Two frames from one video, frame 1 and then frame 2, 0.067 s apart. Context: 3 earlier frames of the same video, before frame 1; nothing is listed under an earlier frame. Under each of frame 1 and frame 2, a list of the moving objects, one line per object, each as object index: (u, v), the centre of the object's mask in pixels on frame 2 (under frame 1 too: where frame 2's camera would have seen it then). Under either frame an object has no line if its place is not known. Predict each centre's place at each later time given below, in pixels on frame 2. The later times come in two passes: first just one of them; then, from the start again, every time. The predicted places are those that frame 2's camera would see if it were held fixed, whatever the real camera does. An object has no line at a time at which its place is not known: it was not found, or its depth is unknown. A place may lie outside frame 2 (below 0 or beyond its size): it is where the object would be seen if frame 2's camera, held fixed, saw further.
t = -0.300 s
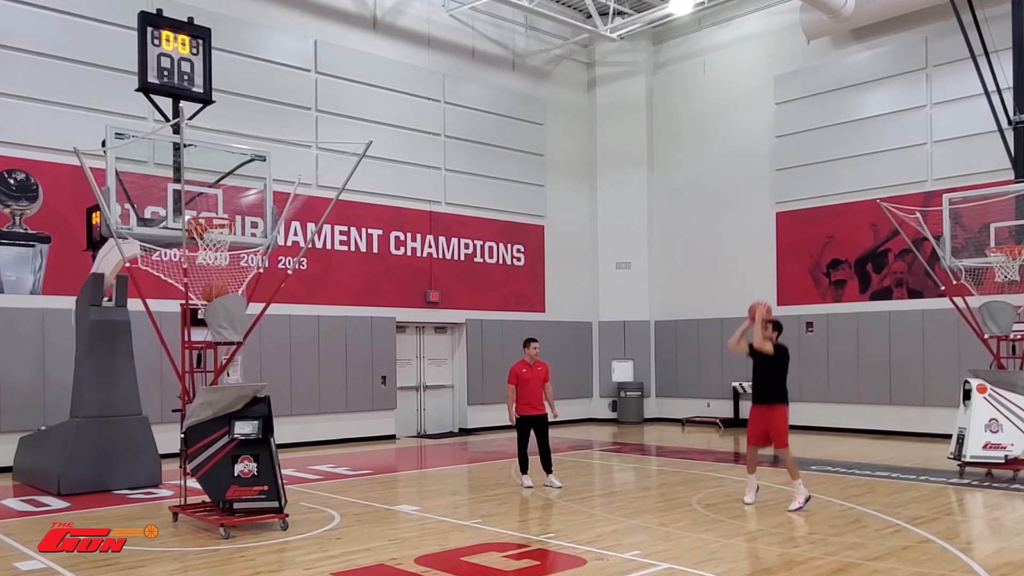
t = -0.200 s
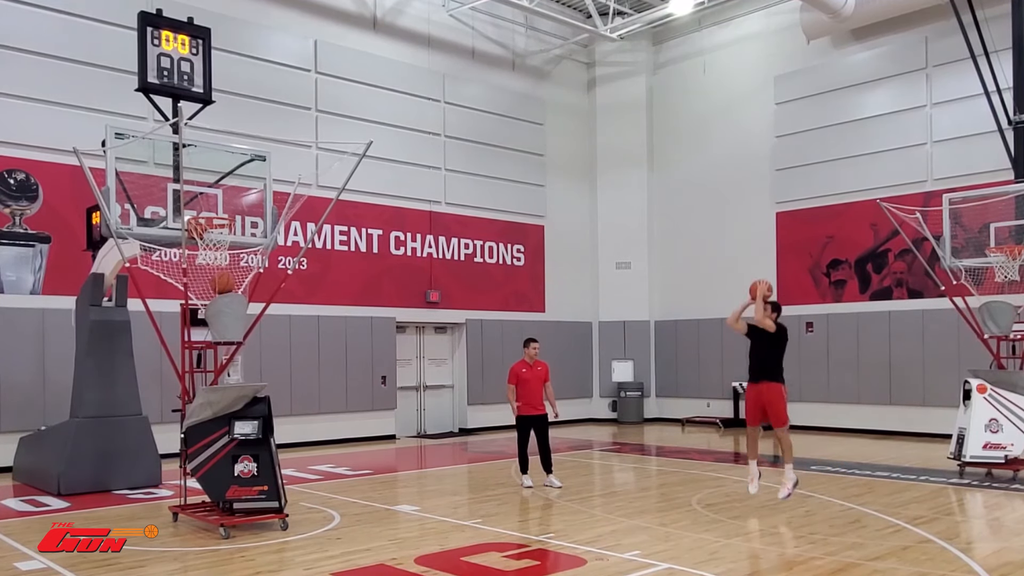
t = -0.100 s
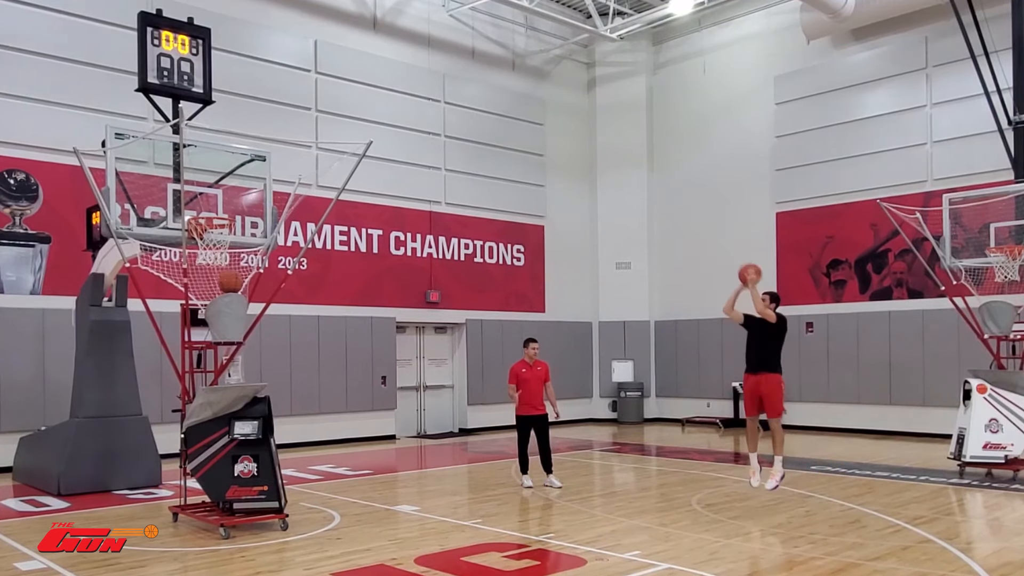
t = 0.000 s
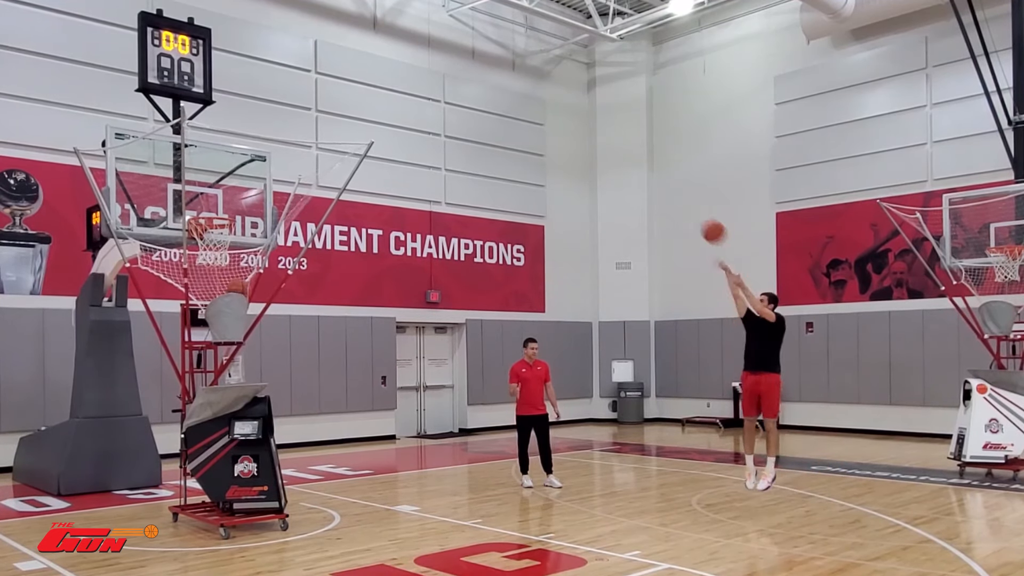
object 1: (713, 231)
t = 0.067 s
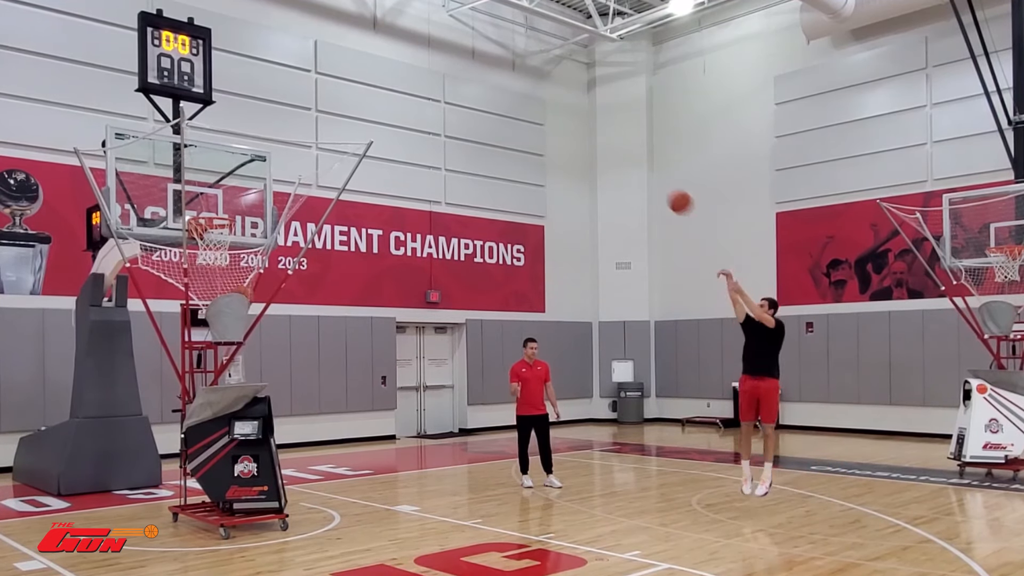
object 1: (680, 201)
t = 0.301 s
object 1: (563, 130)
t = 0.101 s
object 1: (663, 188)
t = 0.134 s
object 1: (647, 176)
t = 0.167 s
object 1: (630, 165)
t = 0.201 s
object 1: (613, 155)
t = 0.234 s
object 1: (596, 145)
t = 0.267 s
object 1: (580, 137)
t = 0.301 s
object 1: (563, 130)
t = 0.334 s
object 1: (546, 124)
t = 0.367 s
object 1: (530, 118)
